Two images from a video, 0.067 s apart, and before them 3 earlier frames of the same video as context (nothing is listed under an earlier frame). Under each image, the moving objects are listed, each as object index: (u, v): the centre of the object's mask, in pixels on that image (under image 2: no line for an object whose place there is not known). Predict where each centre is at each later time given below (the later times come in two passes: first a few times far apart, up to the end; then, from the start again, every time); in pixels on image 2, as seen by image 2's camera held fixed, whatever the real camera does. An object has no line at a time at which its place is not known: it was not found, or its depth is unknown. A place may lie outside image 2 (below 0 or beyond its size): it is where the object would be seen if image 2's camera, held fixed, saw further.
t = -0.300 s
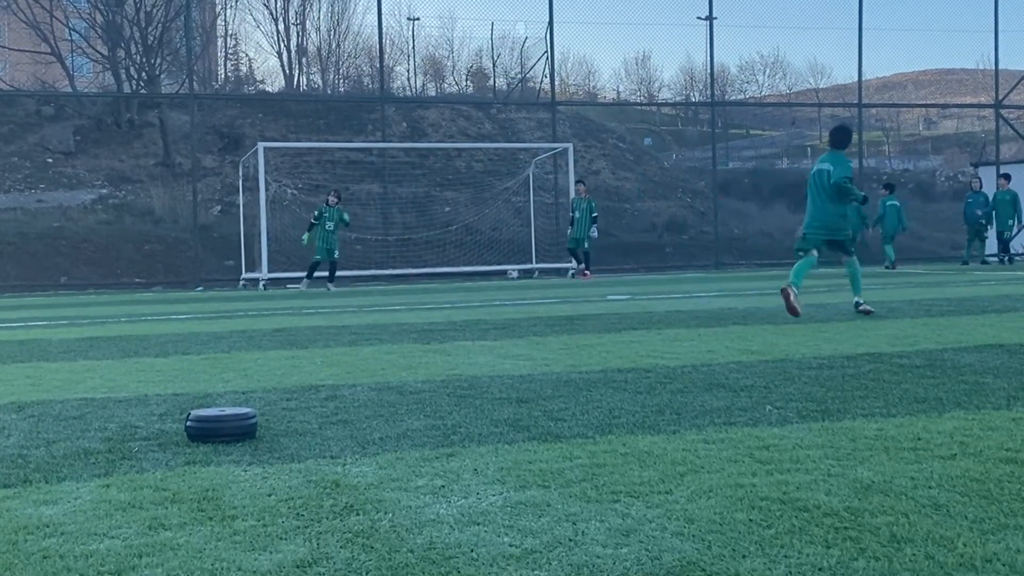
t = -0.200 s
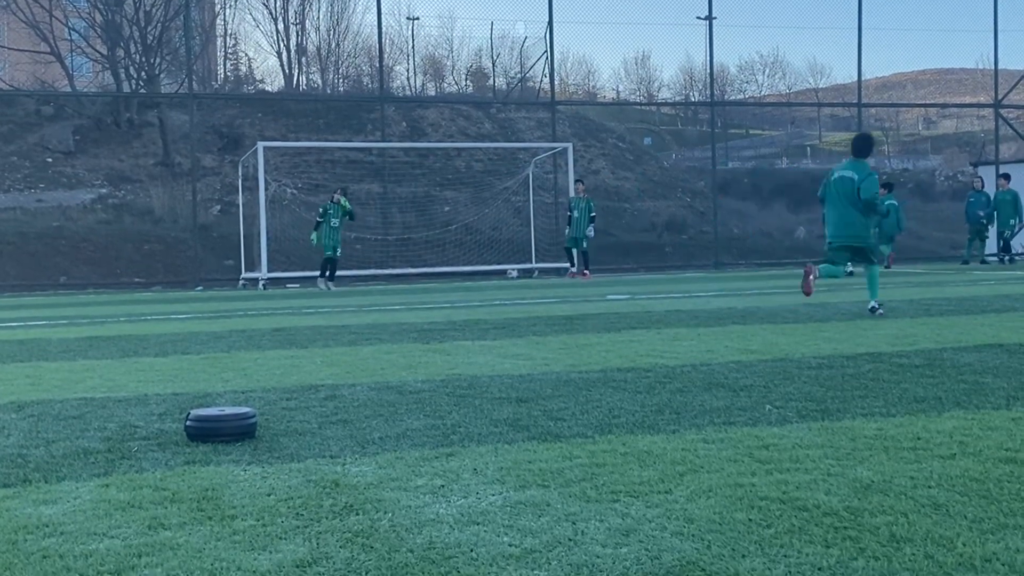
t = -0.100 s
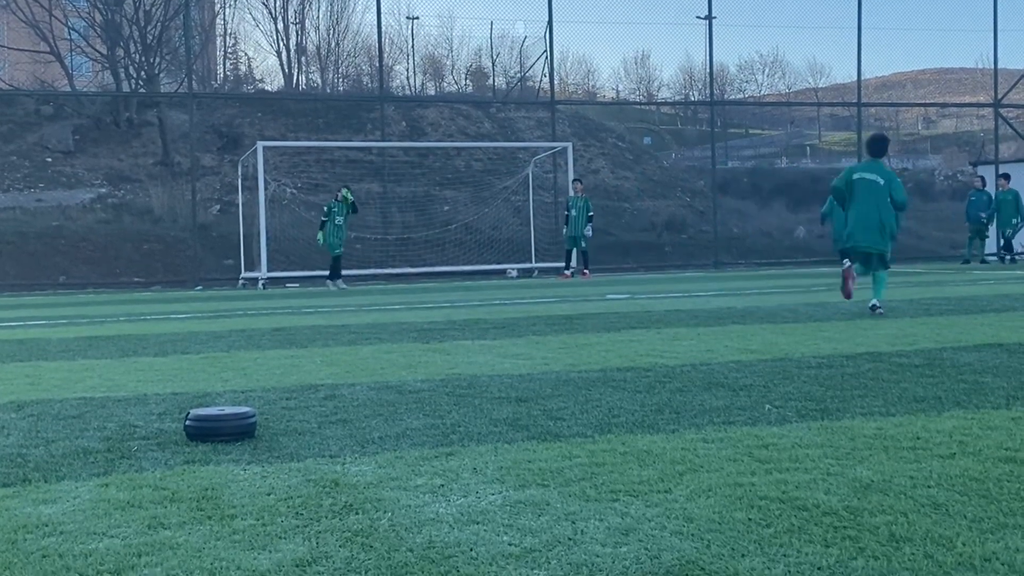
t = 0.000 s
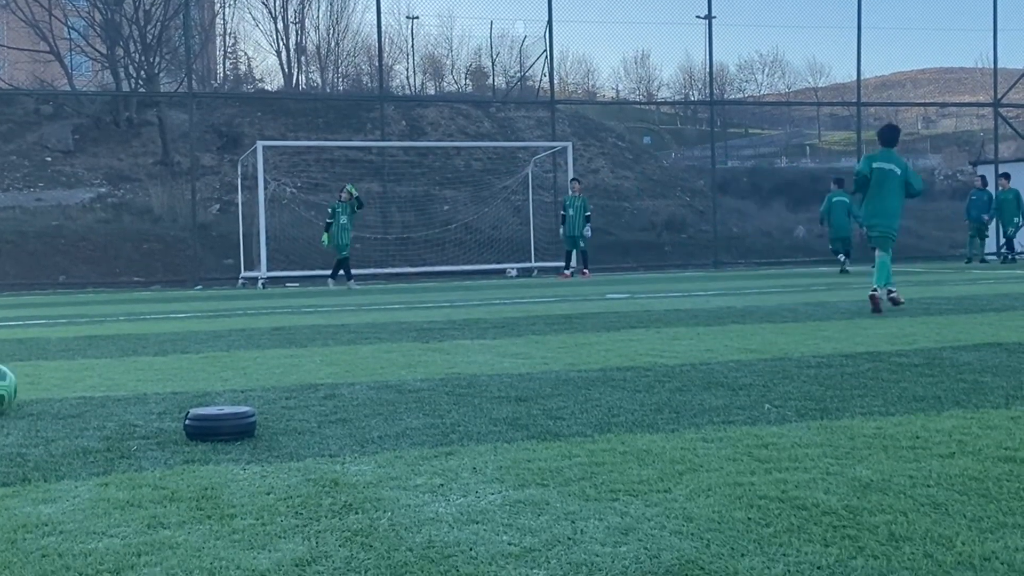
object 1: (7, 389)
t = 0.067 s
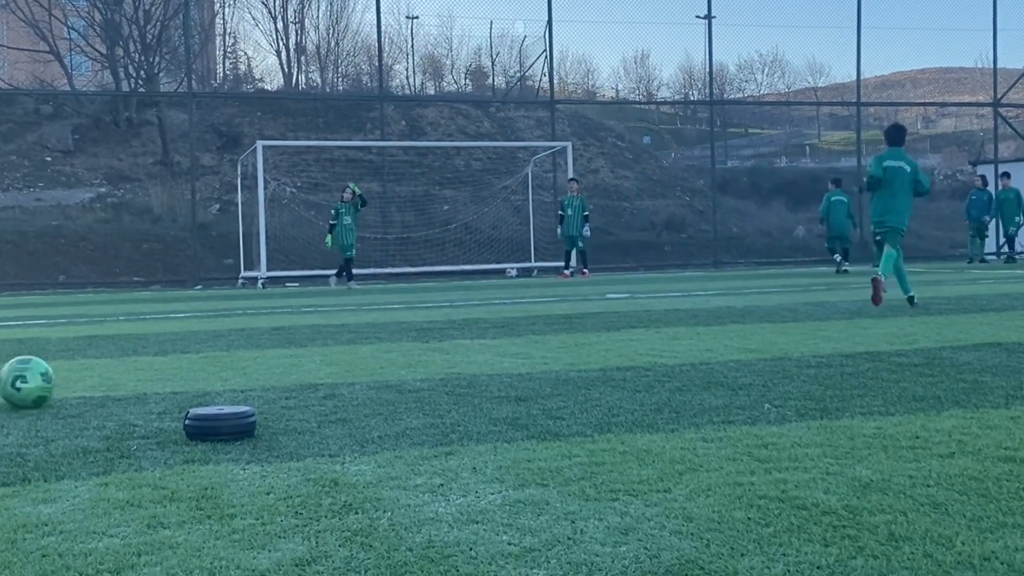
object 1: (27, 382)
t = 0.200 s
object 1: (96, 371)
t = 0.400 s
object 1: (181, 360)
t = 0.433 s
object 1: (194, 359)
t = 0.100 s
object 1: (45, 380)
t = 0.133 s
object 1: (63, 376)
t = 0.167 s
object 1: (80, 374)
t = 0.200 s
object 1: (96, 371)
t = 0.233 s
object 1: (112, 370)
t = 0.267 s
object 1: (127, 368)
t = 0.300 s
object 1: (142, 366)
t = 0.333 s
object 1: (155, 364)
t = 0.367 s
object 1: (169, 363)
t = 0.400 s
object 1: (181, 360)
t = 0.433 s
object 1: (194, 359)
